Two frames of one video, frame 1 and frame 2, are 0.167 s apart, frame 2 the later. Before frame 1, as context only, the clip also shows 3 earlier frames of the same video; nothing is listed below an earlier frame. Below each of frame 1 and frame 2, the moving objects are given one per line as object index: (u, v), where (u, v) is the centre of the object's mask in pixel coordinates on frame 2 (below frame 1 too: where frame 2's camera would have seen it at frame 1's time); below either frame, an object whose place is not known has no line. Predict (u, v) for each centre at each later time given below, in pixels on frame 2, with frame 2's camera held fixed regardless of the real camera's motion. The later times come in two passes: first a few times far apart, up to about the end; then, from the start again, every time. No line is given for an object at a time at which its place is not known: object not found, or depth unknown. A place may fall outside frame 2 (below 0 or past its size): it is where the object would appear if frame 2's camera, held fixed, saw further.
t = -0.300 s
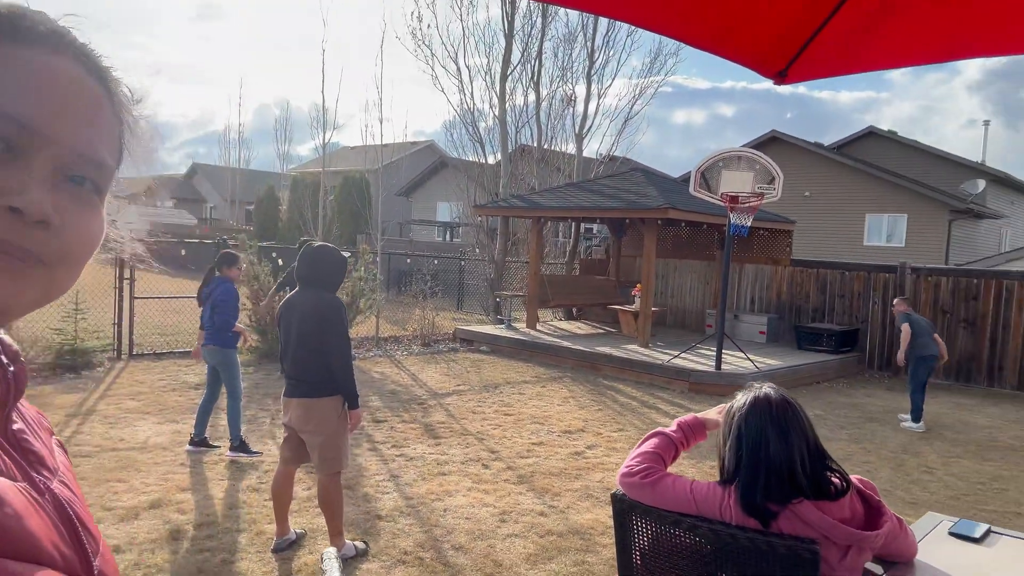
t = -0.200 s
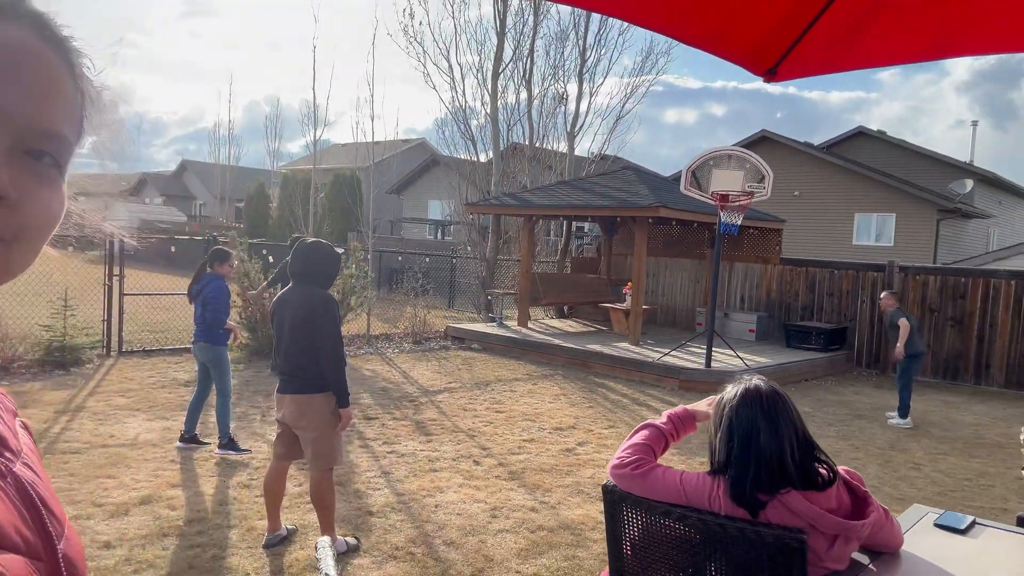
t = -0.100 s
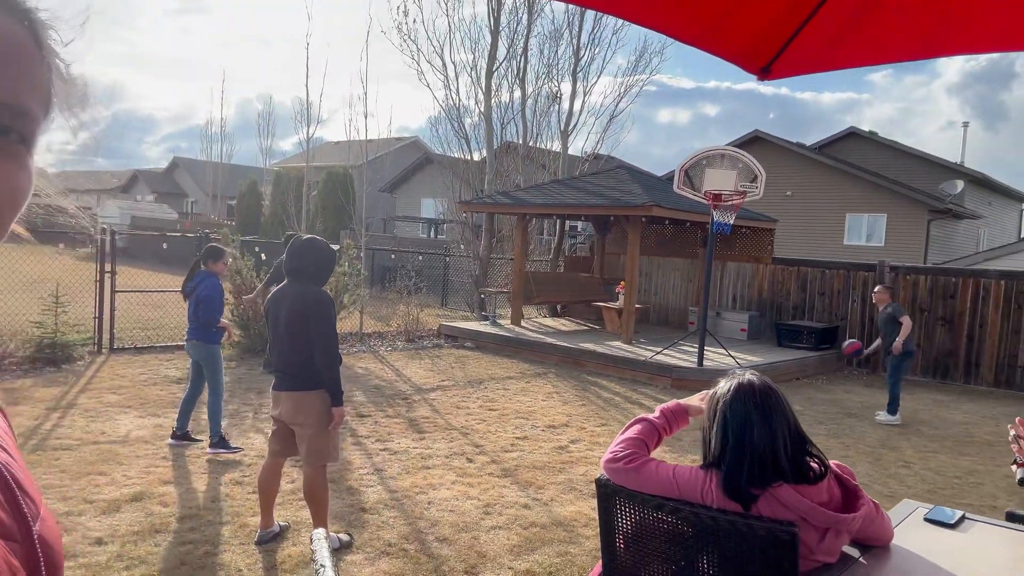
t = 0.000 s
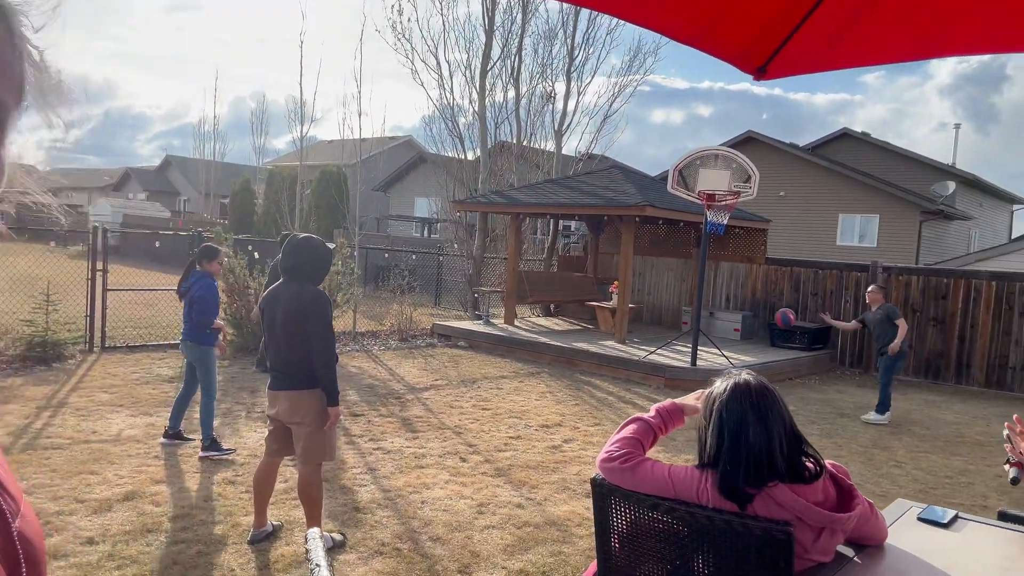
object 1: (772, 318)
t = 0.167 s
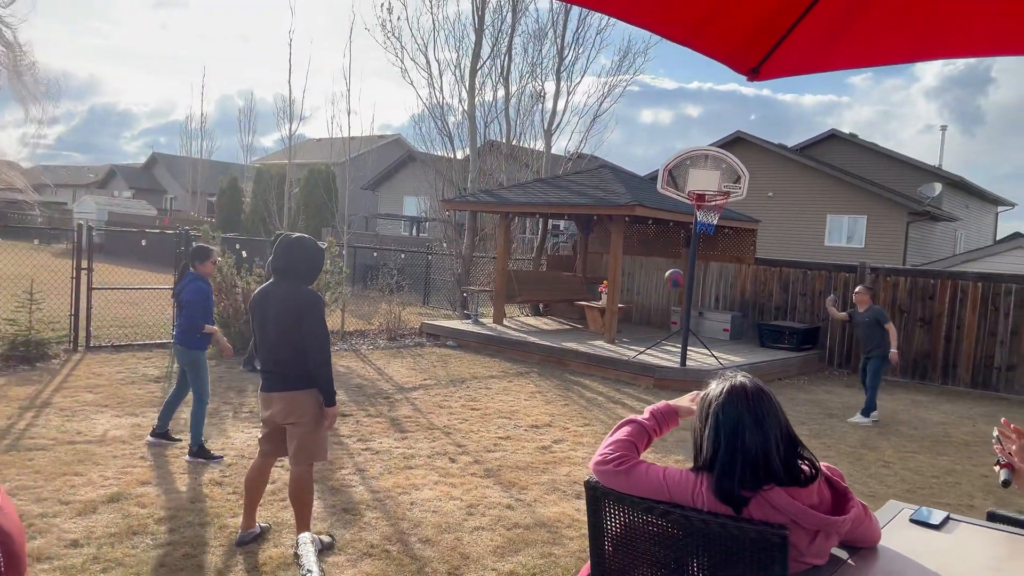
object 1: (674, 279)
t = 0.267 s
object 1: (614, 266)
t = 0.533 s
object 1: (453, 277)
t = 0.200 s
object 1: (654, 274)
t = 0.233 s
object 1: (634, 269)
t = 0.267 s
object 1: (614, 266)
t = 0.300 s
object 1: (593, 265)
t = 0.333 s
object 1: (574, 264)
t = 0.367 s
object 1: (554, 263)
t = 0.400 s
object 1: (534, 263)
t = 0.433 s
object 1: (514, 265)
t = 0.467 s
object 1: (493, 268)
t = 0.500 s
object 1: (473, 272)
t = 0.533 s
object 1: (453, 277)
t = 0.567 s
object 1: (432, 281)
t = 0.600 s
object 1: (411, 288)
